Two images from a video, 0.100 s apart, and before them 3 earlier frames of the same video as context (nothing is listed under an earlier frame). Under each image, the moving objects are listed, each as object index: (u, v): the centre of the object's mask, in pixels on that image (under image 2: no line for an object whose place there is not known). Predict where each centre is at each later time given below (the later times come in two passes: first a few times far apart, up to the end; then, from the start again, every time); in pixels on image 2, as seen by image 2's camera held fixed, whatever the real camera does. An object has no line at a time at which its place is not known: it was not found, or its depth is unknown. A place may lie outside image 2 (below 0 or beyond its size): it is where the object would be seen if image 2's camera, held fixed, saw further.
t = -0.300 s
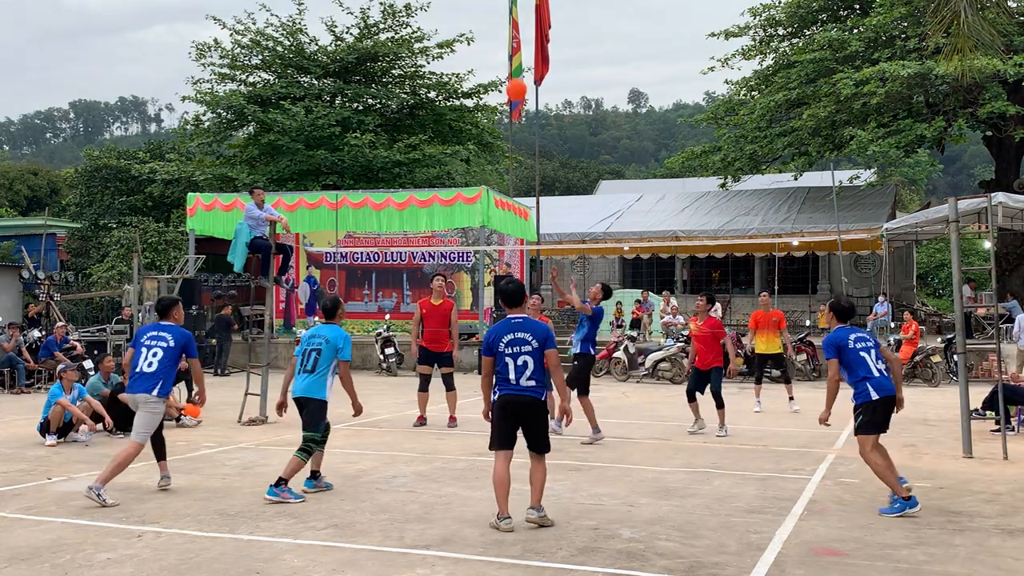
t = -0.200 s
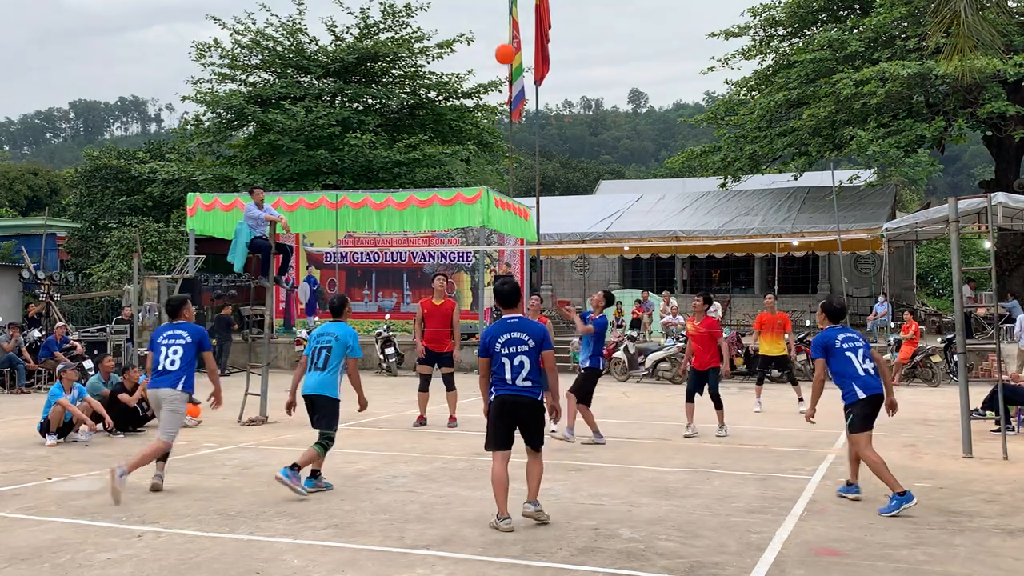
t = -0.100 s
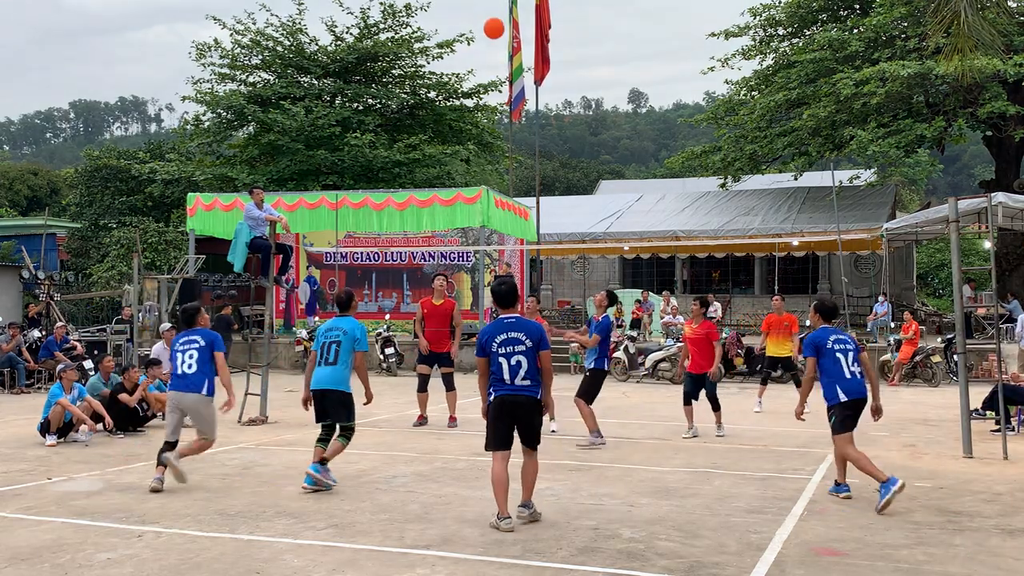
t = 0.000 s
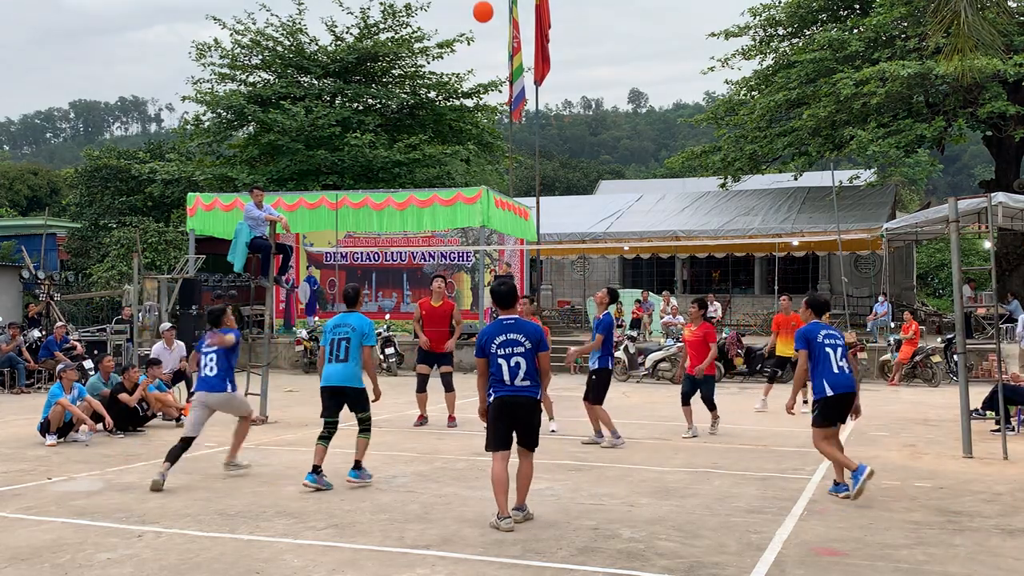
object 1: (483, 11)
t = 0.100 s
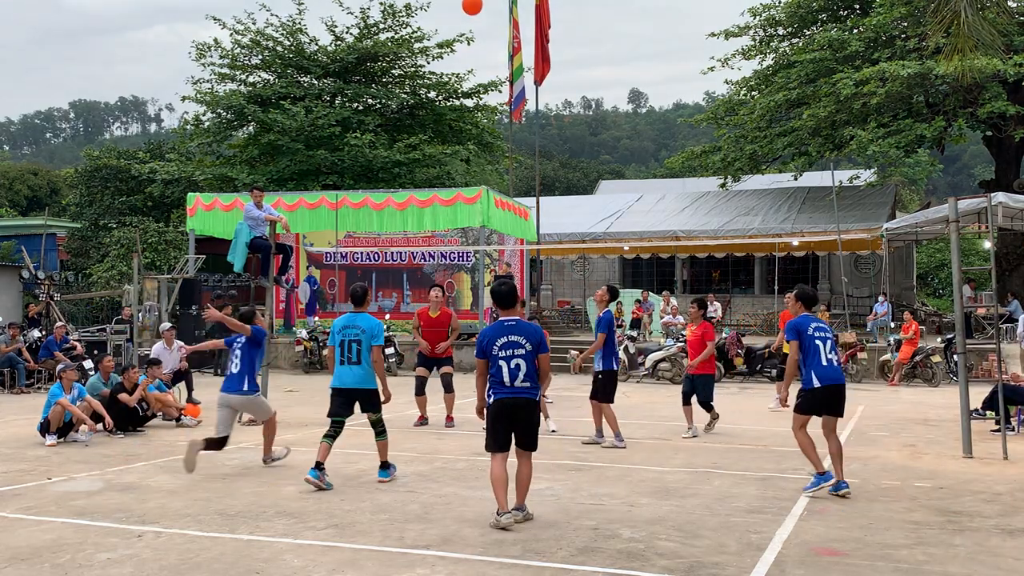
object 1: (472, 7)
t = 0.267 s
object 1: (454, 12)
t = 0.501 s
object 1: (431, 62)
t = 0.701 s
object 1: (412, 141)
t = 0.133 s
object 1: (468, 7)
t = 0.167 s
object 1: (465, 7)
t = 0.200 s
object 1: (461, 8)
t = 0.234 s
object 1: (458, 9)
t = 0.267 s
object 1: (454, 12)
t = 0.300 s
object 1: (451, 16)
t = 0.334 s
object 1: (447, 22)
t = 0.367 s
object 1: (444, 28)
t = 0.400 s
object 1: (441, 36)
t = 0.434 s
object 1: (437, 43)
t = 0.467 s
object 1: (433, 53)
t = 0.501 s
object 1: (431, 62)
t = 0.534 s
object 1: (427, 74)
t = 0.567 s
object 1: (424, 85)
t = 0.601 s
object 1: (421, 98)
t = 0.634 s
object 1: (418, 112)
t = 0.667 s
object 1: (415, 126)
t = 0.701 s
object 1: (412, 141)
